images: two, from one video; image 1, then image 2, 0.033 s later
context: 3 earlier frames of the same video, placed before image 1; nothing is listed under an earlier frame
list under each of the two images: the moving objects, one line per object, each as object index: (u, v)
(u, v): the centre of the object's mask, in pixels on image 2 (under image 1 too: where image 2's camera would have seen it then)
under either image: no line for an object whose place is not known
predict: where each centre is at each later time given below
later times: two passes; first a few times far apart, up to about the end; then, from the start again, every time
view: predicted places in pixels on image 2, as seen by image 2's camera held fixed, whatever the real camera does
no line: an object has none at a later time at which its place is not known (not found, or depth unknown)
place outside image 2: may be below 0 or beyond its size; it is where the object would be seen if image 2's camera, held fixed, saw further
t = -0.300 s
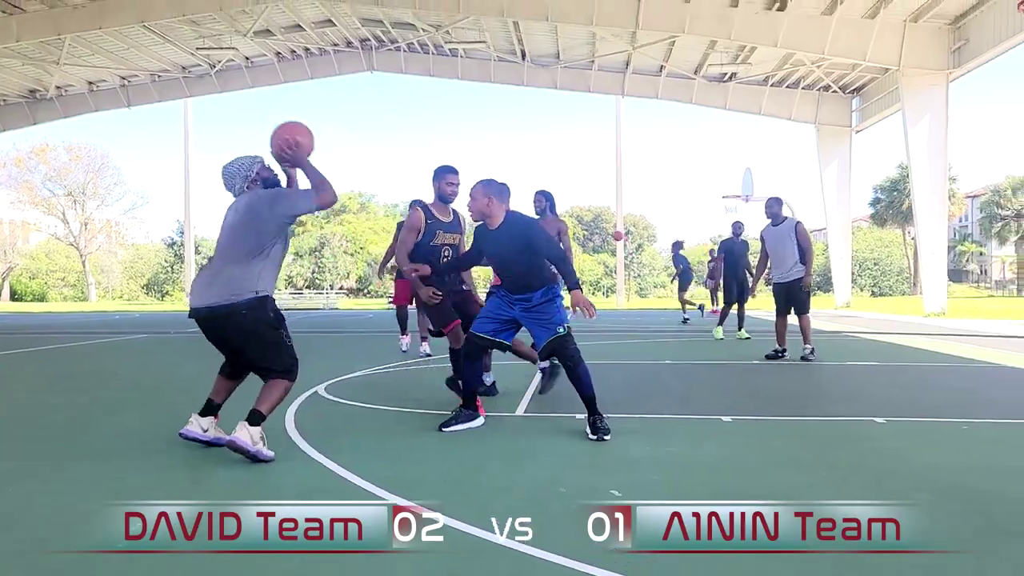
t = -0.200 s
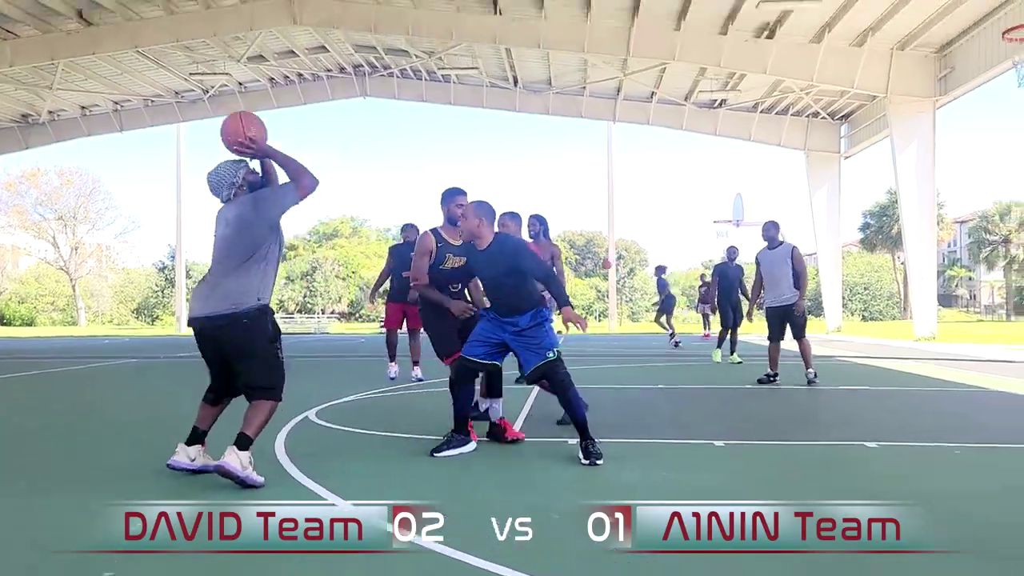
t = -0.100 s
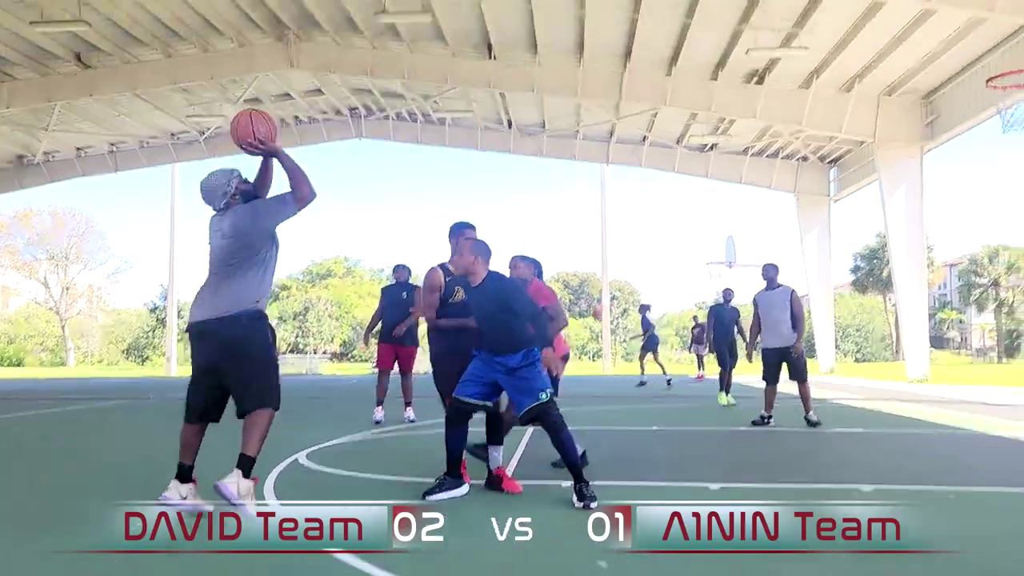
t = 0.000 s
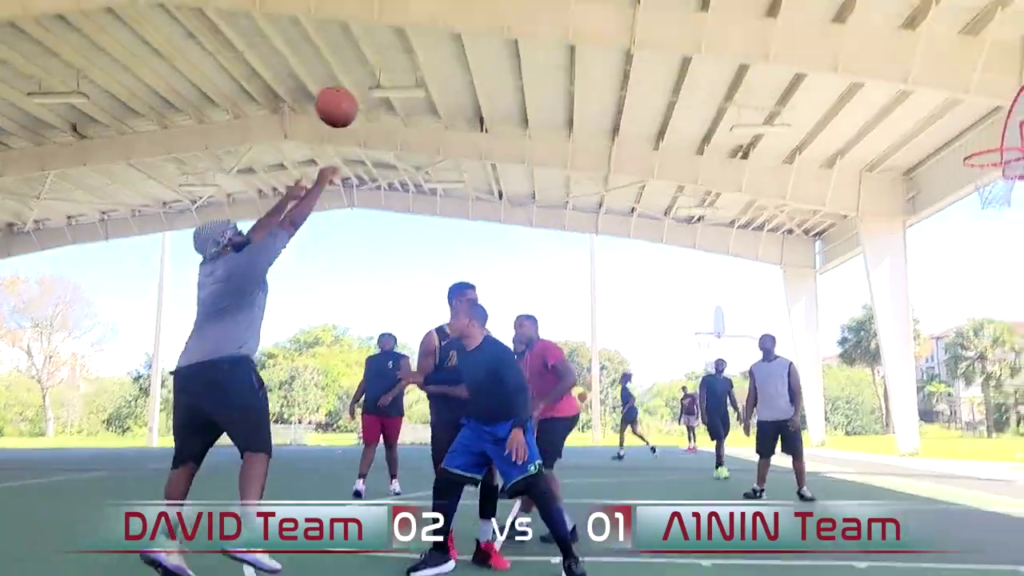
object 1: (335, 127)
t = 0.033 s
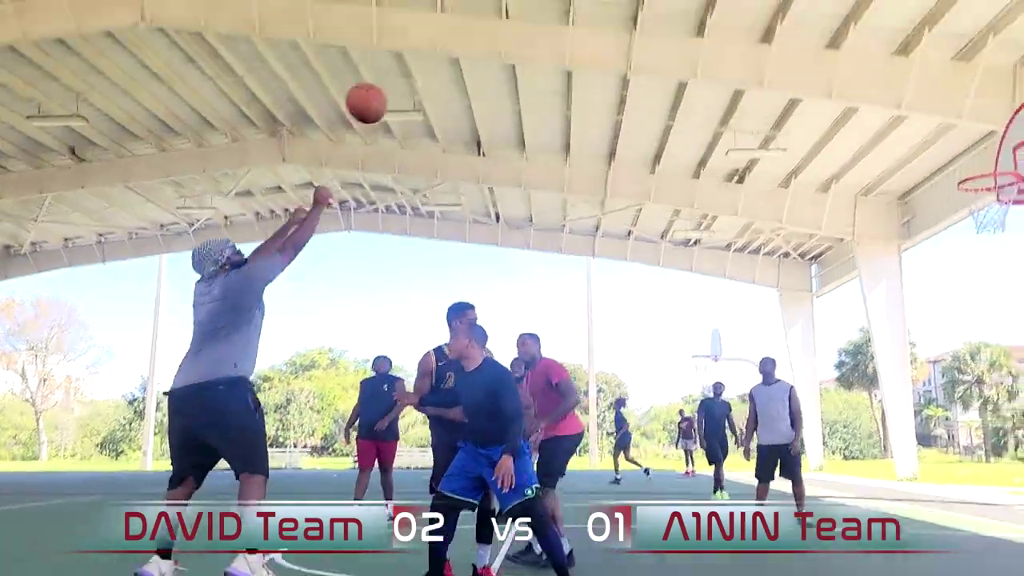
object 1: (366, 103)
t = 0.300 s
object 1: (576, -24)
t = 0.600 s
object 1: (758, -38)
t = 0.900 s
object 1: (909, 51)
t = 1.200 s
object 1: (1010, 139)
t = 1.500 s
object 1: (967, 96)
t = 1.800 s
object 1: (937, 142)
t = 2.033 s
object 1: (918, 238)
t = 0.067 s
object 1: (396, 79)
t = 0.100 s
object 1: (425, 59)
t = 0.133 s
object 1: (453, 39)
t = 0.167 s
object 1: (479, 23)
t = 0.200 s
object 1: (505, 9)
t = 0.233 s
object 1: (529, -3)
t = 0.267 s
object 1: (553, -14)
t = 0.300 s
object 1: (576, -24)
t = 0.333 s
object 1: (598, -31)
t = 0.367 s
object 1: (620, -37)
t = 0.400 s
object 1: (641, -42)
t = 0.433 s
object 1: (662, -45)
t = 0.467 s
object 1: (682, -46)
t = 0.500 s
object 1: (702, -46)
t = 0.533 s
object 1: (721, -45)
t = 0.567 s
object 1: (740, -42)
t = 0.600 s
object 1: (758, -38)
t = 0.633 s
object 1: (776, -33)
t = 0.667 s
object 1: (793, -26)
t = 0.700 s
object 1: (810, -18)
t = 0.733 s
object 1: (828, -9)
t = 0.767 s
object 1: (844, 1)
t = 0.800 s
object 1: (861, 12)
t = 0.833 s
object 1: (877, 24)
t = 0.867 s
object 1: (894, 37)
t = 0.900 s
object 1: (909, 51)
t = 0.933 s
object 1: (925, 66)
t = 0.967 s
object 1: (941, 82)
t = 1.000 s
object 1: (957, 99)
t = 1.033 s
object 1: (971, 118)
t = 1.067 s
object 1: (987, 137)
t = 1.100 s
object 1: (1003, 156)
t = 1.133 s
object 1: (1015, 167)
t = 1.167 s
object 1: (1013, 152)
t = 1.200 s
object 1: (1010, 139)
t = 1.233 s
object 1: (1004, 129)
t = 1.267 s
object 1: (999, 121)
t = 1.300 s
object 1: (994, 115)
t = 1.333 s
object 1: (988, 109)
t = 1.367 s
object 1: (984, 104)
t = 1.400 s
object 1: (979, 100)
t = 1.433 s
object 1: (975, 98)
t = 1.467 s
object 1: (971, 96)
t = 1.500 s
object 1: (967, 96)
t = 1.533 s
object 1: (963, 97)
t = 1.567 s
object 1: (959, 99)
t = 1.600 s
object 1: (955, 102)
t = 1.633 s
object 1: (953, 106)
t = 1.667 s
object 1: (949, 111)
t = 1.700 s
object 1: (946, 118)
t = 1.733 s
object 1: (942, 125)
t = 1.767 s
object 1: (939, 133)
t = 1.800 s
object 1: (937, 142)
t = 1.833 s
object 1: (934, 153)
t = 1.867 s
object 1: (931, 165)
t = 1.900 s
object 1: (928, 178)
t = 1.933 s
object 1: (925, 191)
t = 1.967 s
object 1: (923, 205)
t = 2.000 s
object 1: (921, 221)
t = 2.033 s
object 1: (918, 238)
